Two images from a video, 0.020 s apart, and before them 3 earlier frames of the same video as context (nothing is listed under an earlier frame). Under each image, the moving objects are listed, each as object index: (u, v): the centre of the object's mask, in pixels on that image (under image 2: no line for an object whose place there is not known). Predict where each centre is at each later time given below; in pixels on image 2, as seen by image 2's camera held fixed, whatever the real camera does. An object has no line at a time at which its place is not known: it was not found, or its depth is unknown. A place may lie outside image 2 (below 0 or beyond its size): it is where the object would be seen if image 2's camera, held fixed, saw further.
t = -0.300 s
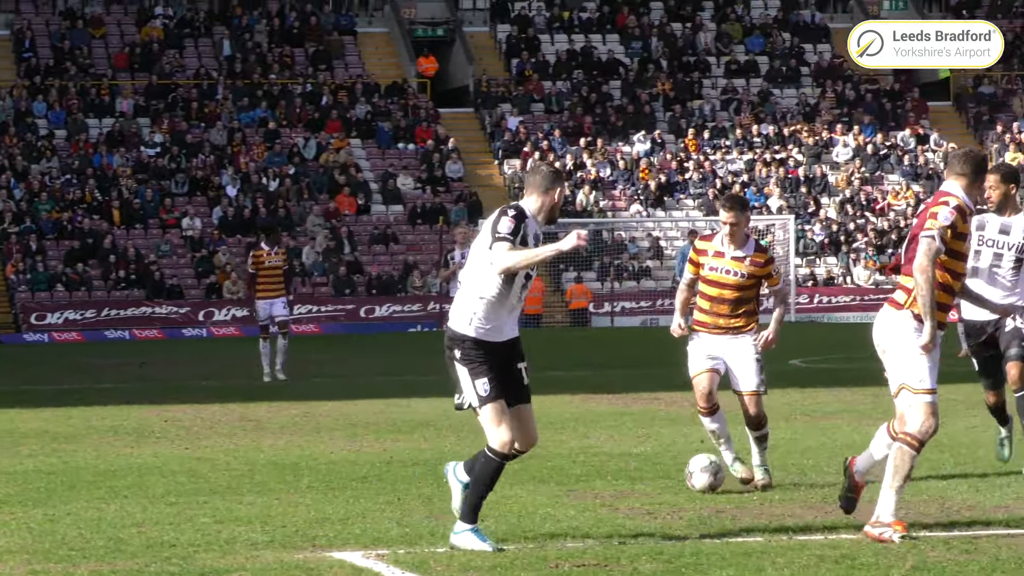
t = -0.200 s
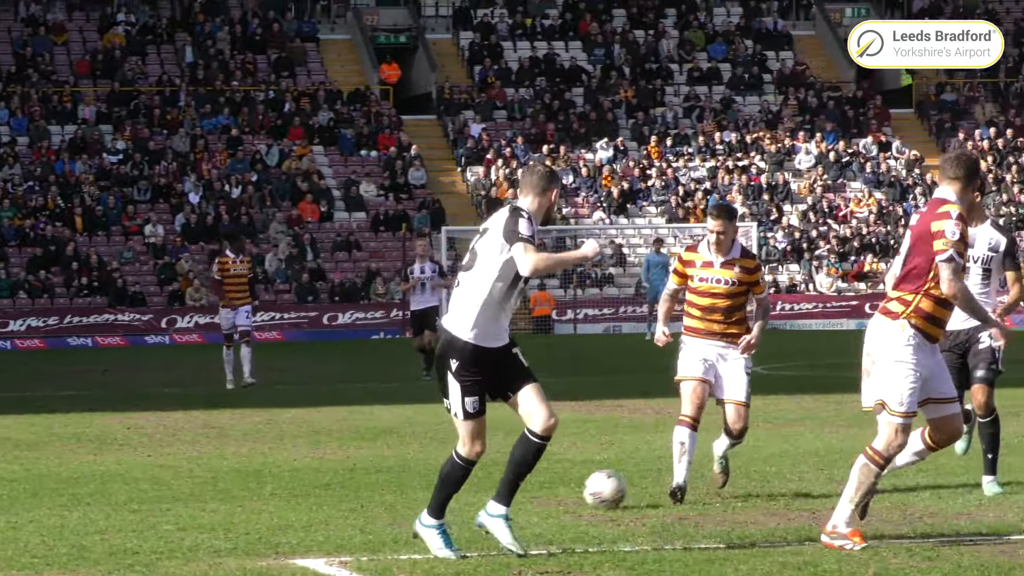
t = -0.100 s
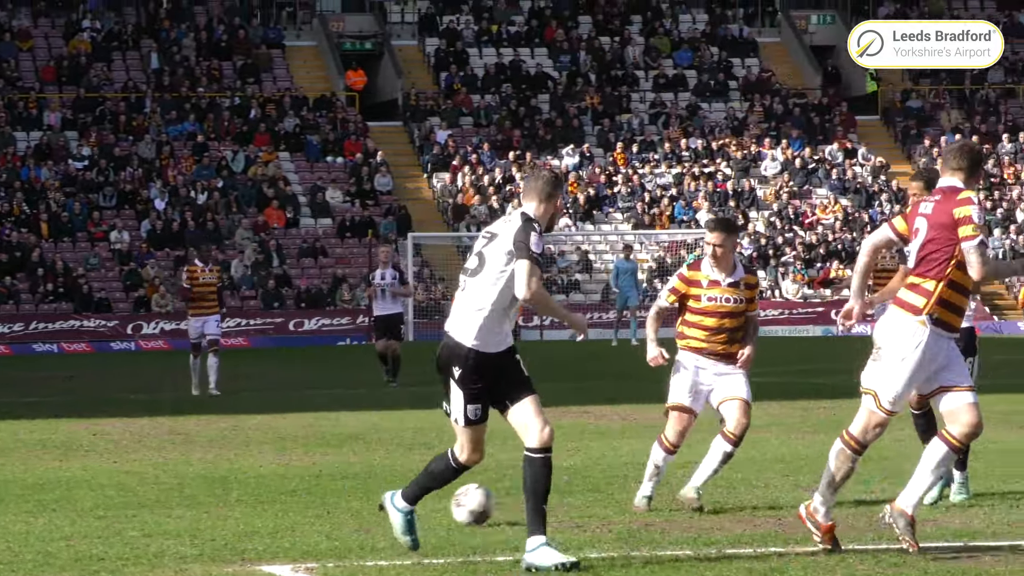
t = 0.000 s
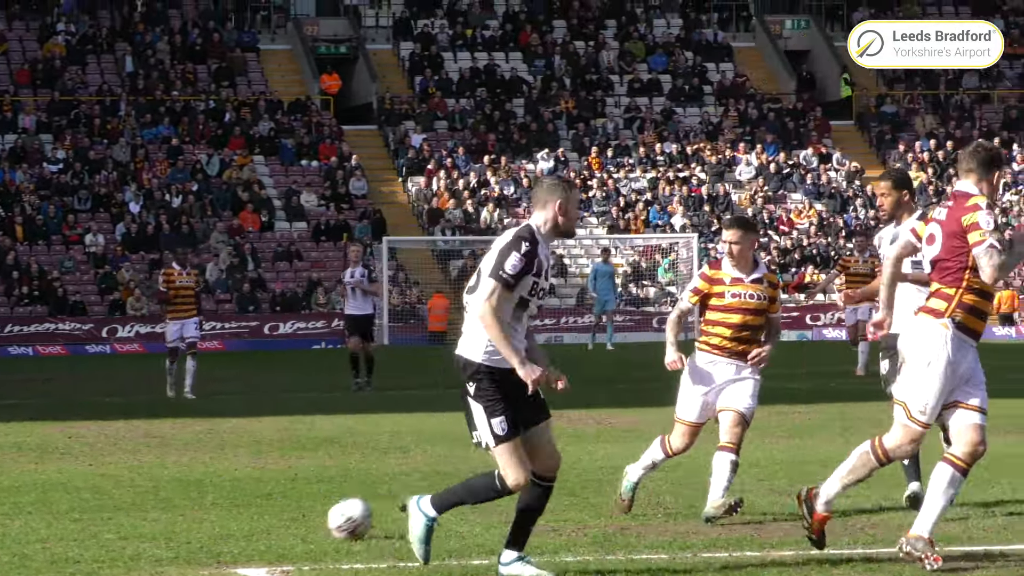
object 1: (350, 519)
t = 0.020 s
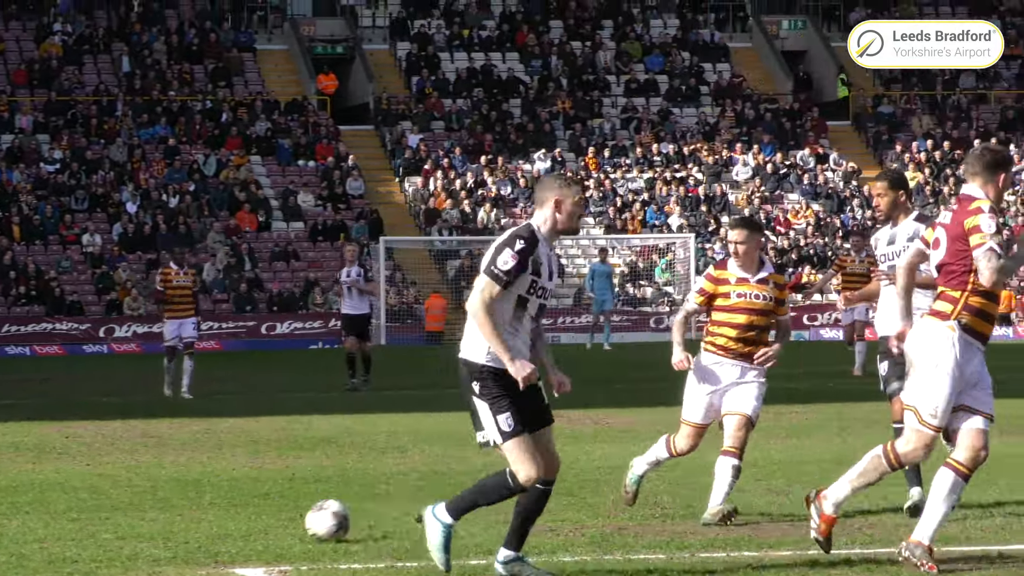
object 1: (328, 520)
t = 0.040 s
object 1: (309, 522)
